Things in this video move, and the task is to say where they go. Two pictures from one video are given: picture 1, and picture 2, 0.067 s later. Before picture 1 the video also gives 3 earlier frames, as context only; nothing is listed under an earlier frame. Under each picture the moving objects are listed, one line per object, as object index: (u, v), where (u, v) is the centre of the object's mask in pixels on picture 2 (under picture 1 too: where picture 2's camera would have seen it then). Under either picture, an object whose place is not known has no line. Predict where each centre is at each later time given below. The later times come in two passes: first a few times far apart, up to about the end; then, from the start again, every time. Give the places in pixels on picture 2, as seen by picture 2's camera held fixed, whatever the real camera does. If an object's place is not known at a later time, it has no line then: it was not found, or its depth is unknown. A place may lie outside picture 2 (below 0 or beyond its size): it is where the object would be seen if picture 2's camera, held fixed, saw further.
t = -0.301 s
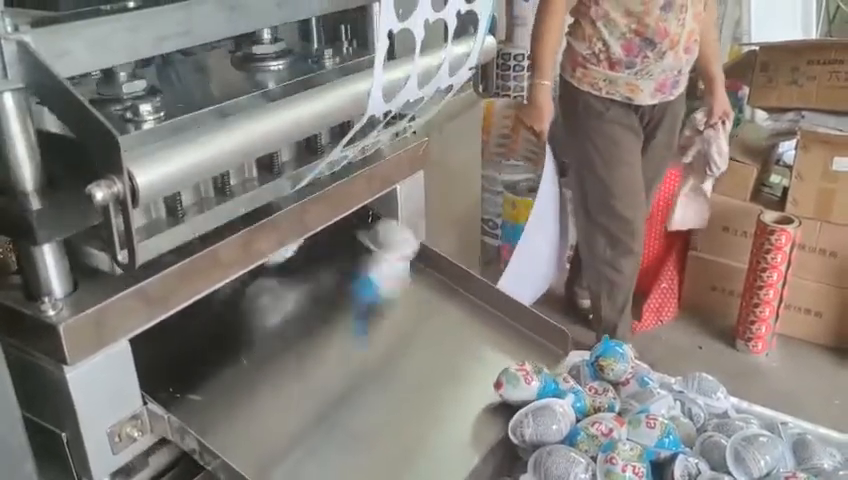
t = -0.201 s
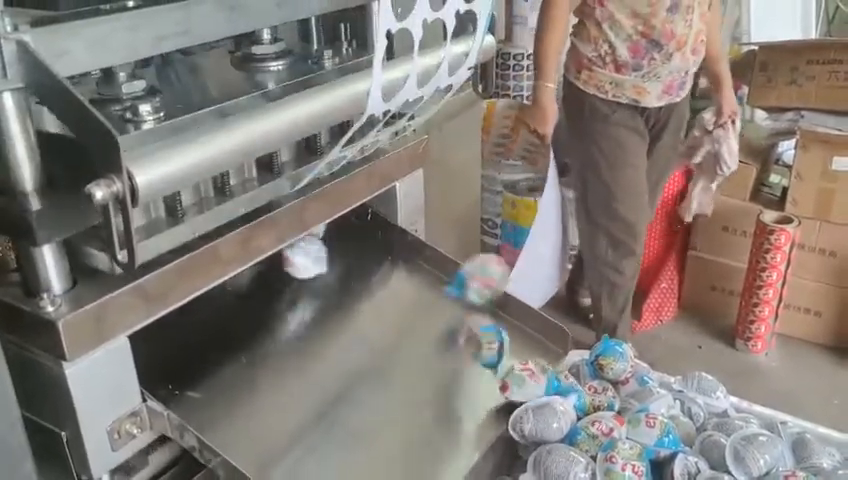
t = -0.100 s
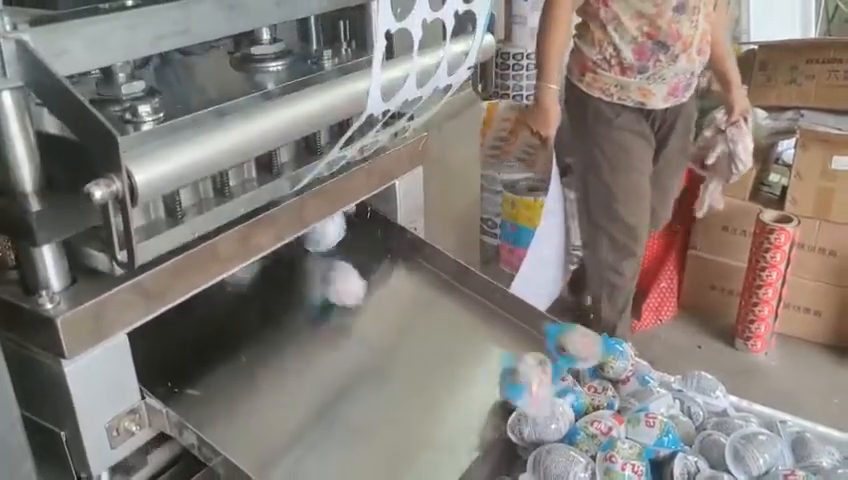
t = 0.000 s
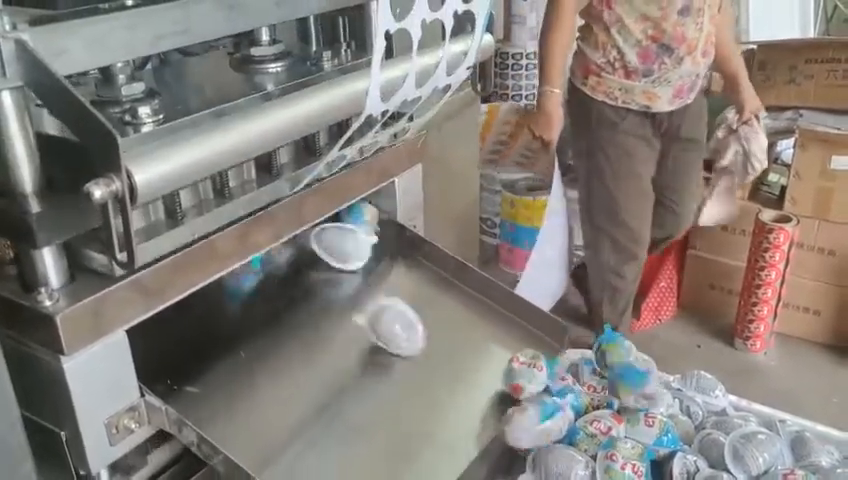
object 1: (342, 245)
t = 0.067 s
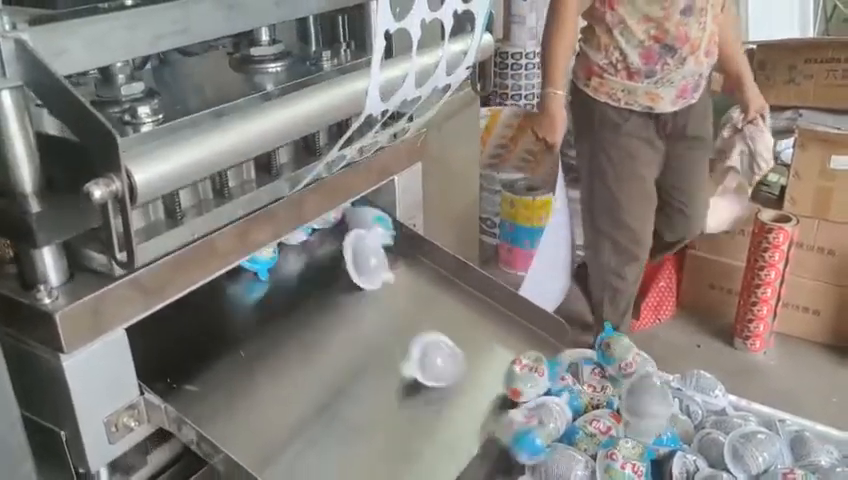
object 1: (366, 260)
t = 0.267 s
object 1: (473, 329)
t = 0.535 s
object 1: (536, 350)
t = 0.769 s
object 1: (539, 349)
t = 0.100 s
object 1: (381, 269)
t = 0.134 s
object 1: (398, 279)
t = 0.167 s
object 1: (416, 292)
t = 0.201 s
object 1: (434, 302)
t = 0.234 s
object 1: (453, 315)
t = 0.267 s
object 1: (473, 329)
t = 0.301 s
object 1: (495, 342)
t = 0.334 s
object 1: (502, 343)
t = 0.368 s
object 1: (508, 344)
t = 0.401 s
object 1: (517, 348)
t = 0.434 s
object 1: (524, 350)
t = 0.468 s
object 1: (530, 349)
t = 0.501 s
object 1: (533, 349)
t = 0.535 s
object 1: (536, 350)
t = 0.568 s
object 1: (536, 349)
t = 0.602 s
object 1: (535, 350)
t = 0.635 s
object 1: (538, 349)
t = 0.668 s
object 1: (545, 347)
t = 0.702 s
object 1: (545, 347)
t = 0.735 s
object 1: (541, 349)
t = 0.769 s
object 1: (539, 349)
